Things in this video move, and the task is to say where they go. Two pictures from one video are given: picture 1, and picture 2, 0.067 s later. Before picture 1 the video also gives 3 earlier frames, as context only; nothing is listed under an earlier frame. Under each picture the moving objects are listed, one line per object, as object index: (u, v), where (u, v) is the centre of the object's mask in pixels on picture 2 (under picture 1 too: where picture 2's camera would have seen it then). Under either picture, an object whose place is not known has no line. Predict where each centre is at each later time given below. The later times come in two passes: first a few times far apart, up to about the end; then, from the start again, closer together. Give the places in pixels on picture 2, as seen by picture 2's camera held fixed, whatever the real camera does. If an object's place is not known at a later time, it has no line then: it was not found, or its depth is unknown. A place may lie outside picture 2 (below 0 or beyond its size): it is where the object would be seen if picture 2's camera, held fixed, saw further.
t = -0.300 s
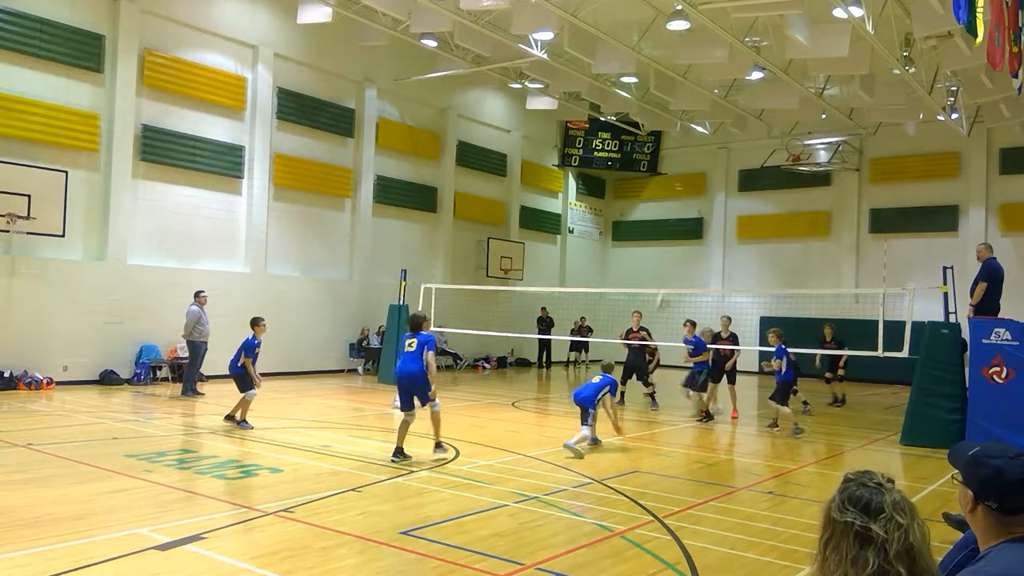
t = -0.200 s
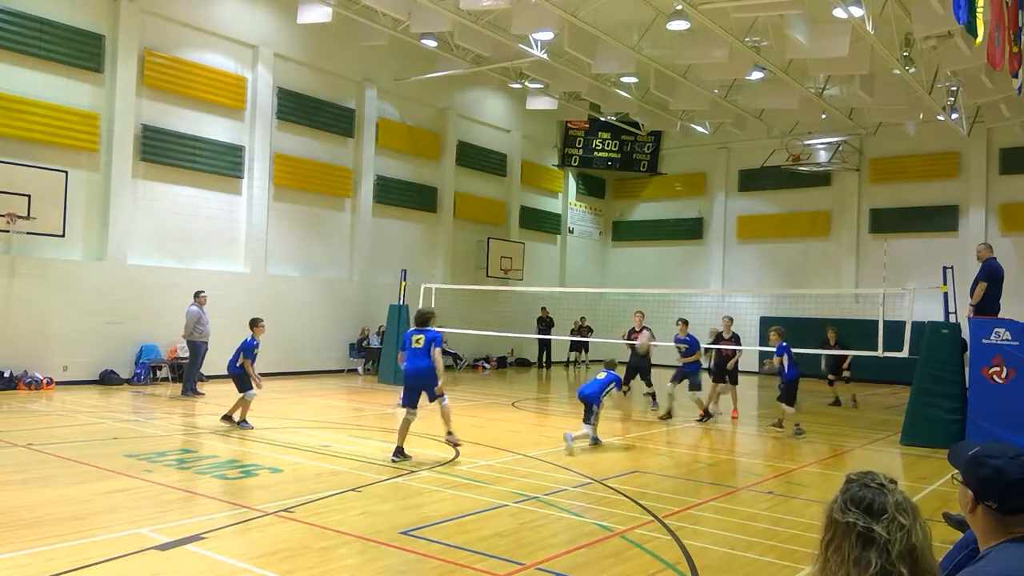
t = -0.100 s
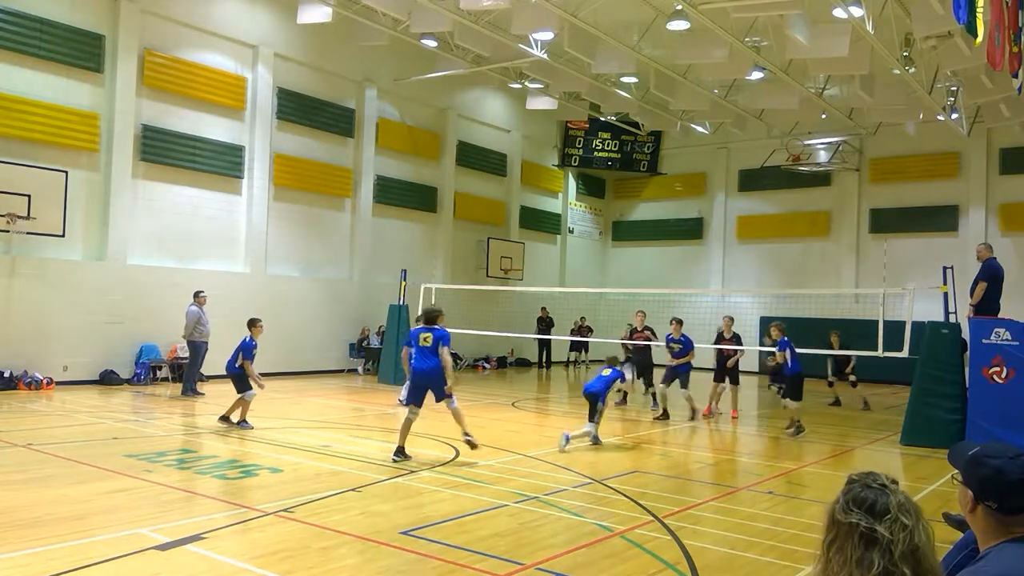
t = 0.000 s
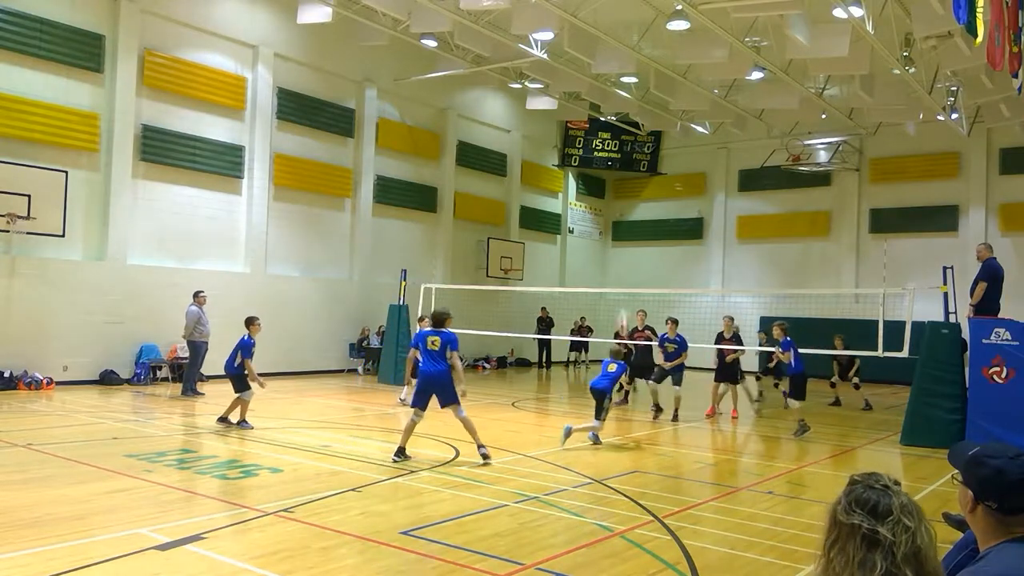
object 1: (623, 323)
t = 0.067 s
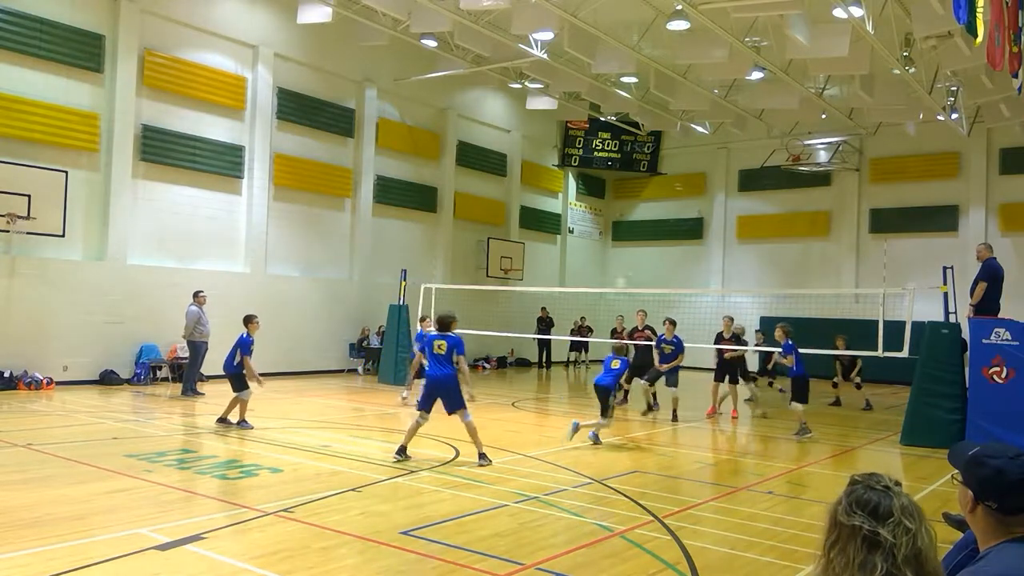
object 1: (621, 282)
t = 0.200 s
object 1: (614, 234)
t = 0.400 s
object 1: (604, 182)
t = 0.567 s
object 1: (595, 159)
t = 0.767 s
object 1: (586, 156)
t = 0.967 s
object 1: (575, 177)
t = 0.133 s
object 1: (617, 259)
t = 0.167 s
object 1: (615, 245)
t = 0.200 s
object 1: (614, 234)
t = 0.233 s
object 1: (613, 224)
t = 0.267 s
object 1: (611, 214)
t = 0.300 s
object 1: (609, 205)
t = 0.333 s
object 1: (607, 196)
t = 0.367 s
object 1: (606, 189)
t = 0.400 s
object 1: (604, 182)
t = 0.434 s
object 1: (603, 176)
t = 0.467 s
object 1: (601, 171)
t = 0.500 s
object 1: (599, 166)
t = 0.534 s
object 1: (597, 162)
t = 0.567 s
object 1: (595, 159)
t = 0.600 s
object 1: (594, 158)
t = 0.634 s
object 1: (592, 156)
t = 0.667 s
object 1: (590, 155)
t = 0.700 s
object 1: (589, 155)
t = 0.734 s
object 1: (588, 155)
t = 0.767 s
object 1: (586, 156)
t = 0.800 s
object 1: (583, 158)
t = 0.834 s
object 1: (582, 161)
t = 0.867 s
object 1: (580, 164)
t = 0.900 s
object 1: (578, 168)
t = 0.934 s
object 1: (577, 172)
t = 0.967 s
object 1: (575, 177)
